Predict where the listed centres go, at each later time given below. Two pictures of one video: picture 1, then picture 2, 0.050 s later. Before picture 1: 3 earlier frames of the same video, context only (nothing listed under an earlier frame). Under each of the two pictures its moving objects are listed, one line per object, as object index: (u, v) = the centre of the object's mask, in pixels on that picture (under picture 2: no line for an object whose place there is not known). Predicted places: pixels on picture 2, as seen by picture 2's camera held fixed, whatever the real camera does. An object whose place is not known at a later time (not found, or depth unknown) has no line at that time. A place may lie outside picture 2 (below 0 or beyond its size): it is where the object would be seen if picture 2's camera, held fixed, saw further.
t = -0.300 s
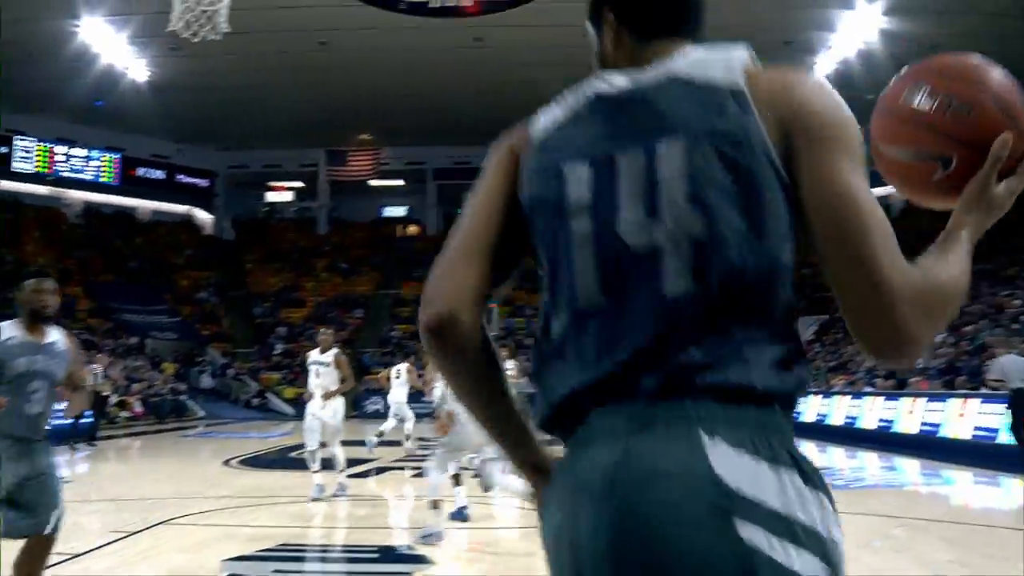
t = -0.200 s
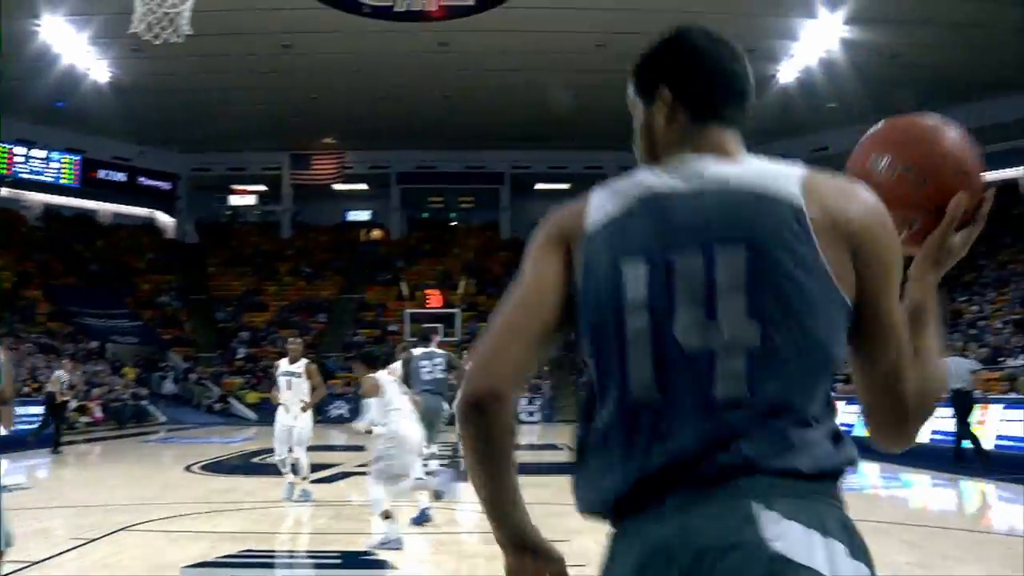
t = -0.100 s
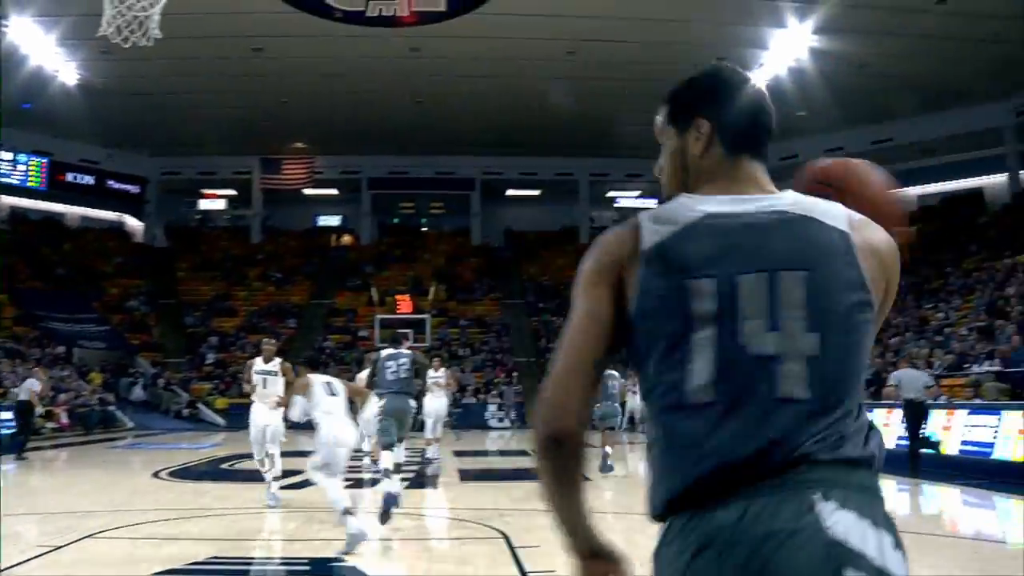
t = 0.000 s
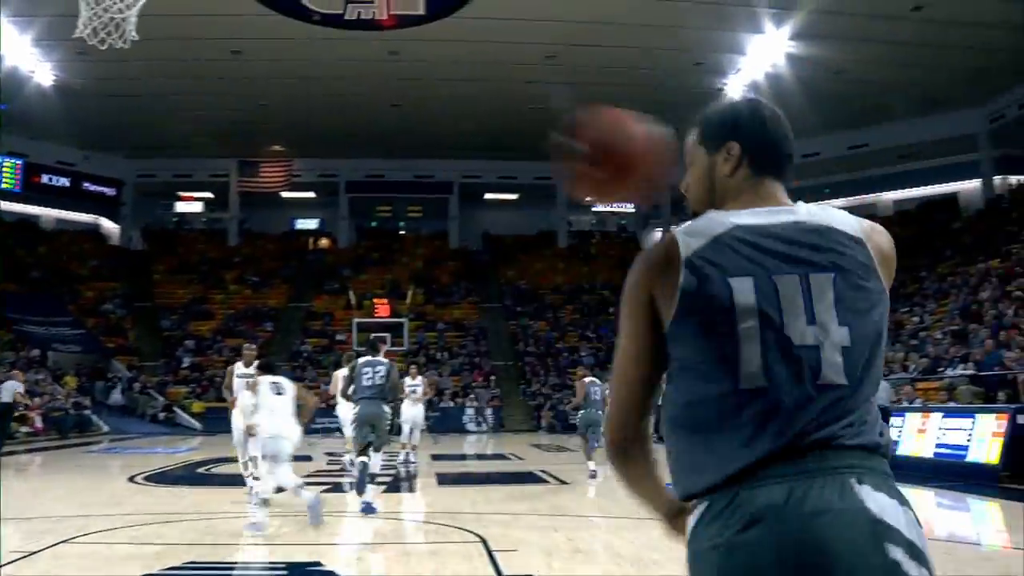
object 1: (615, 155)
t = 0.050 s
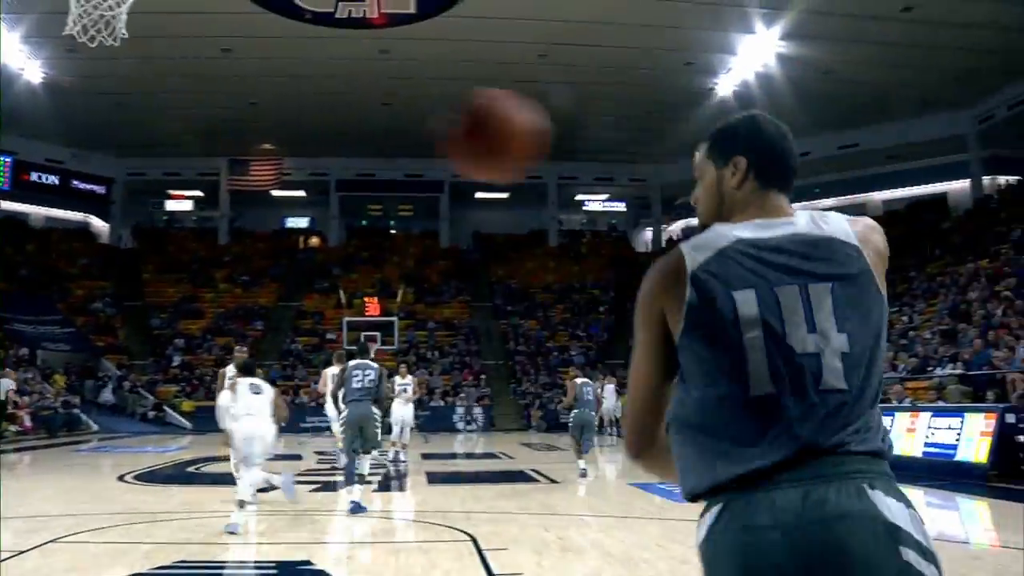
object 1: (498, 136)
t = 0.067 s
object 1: (459, 131)
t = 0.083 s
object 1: (426, 128)
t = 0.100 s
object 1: (394, 126)
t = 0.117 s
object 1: (364, 124)
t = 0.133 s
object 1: (337, 124)
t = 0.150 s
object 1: (312, 126)
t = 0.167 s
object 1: (285, 128)
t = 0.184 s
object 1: (261, 130)
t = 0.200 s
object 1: (239, 134)
